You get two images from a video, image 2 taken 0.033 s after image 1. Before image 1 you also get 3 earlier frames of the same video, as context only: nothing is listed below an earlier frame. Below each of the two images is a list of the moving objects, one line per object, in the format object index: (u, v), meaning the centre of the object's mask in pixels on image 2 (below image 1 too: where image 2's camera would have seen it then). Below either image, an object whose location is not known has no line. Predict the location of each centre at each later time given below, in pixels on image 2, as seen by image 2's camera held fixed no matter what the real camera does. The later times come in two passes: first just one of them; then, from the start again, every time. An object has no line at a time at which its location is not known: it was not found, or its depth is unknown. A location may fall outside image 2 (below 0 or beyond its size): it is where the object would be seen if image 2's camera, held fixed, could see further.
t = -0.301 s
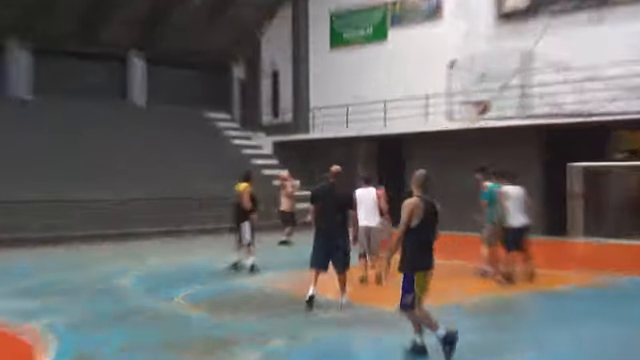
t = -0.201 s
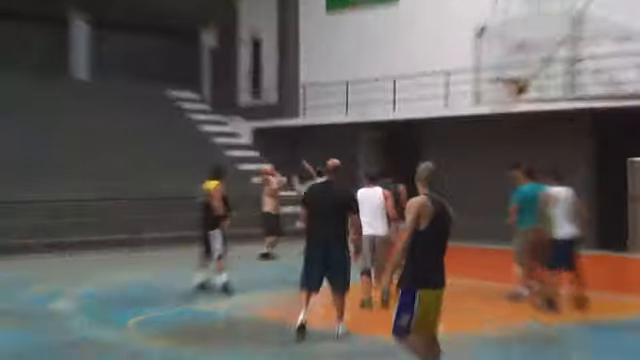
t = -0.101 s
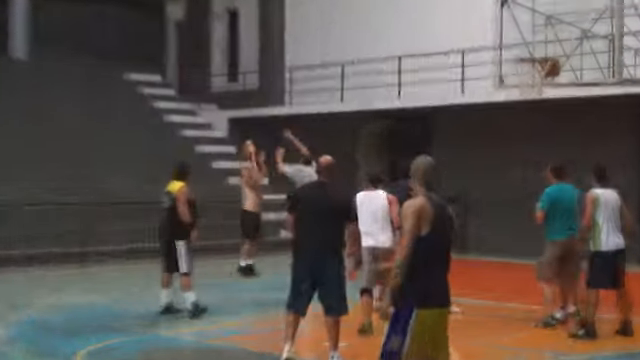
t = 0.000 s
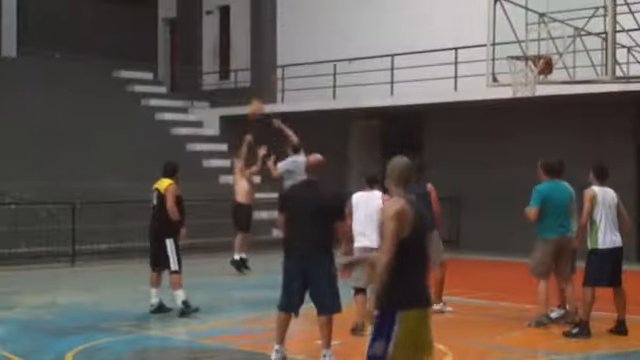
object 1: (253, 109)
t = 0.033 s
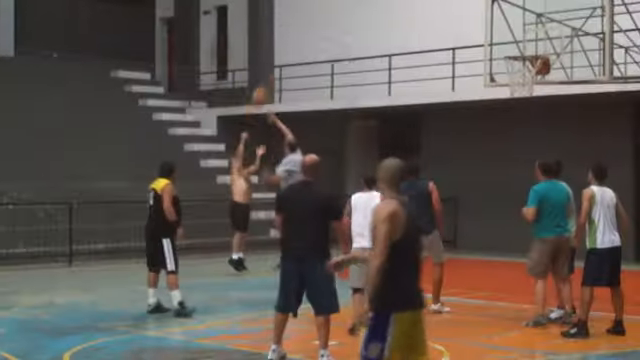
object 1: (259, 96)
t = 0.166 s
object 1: (283, 52)
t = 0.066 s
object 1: (266, 84)
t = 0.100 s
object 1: (270, 71)
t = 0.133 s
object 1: (275, 62)
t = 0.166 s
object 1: (283, 52)
